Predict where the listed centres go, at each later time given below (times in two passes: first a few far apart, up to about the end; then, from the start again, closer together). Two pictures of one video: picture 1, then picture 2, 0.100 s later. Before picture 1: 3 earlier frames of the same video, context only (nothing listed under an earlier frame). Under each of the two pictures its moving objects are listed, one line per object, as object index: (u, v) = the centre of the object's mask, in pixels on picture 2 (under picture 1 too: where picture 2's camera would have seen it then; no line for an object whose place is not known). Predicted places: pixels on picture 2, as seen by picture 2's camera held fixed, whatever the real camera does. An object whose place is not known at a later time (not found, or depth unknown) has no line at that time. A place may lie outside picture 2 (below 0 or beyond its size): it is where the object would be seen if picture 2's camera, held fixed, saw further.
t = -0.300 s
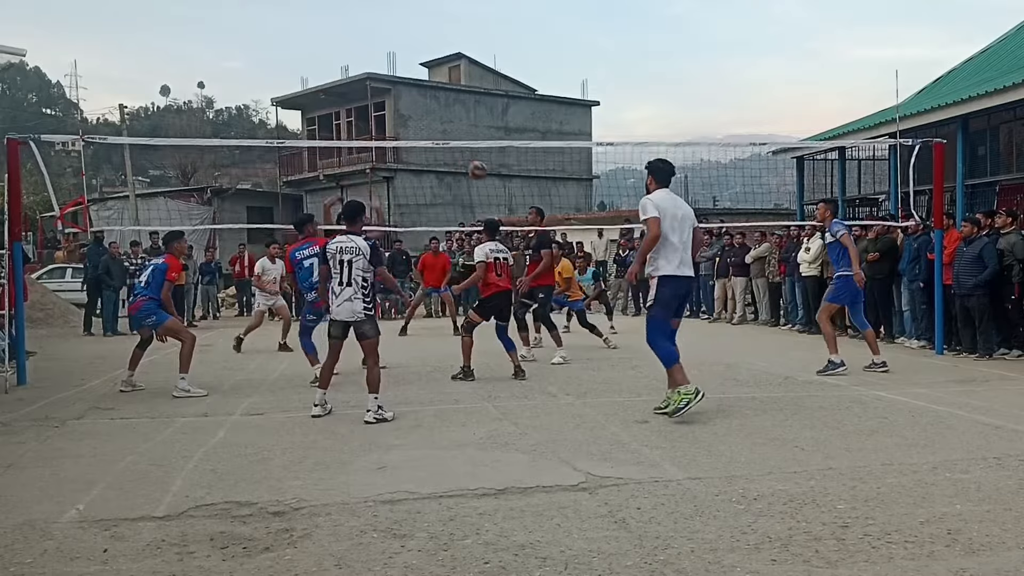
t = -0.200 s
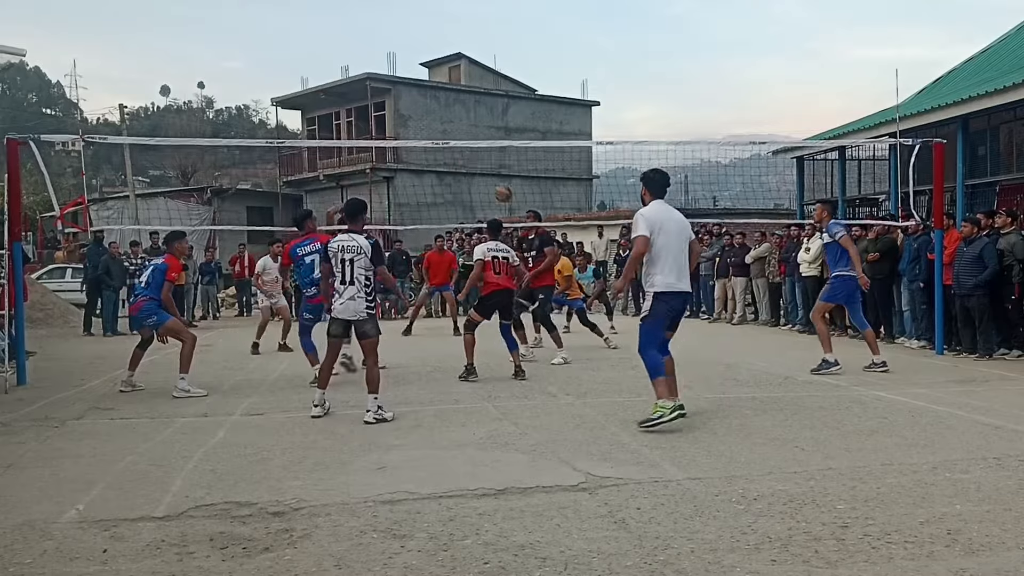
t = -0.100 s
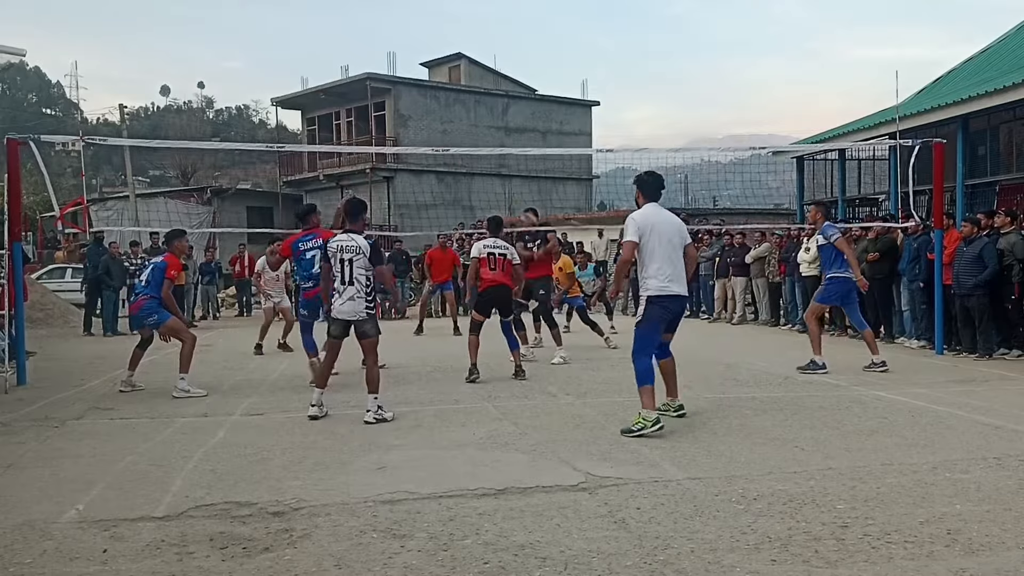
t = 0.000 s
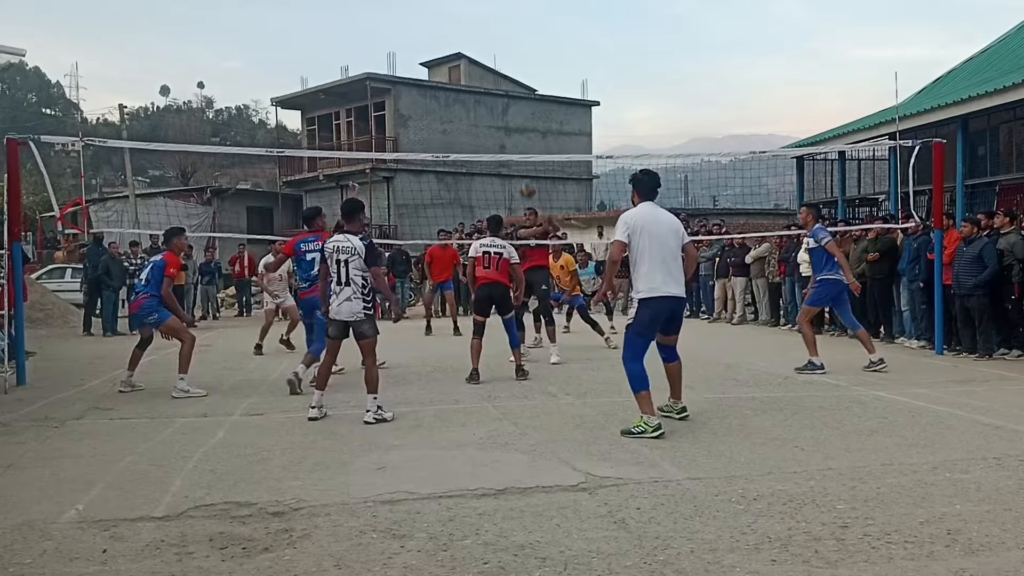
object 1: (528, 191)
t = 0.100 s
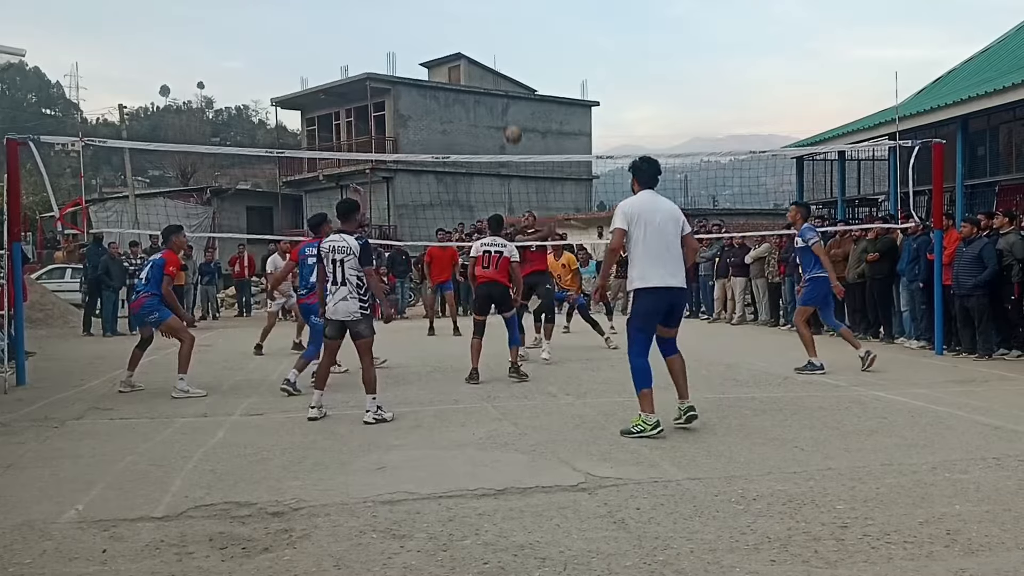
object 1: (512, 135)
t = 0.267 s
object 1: (492, 65)
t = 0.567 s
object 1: (456, 4)
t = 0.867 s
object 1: (424, 12)
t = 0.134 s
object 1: (509, 118)
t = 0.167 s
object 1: (505, 103)
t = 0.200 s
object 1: (501, 89)
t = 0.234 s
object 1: (495, 77)
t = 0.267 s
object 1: (492, 65)
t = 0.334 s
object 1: (484, 44)
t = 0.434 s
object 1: (472, 20)
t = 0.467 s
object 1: (468, 13)
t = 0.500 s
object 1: (464, 8)
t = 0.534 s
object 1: (460, 6)
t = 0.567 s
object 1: (456, 4)
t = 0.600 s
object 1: (453, 3)
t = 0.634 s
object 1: (449, 2)
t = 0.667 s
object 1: (445, 2)
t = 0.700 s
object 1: (441, 2)
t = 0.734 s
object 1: (438, 3)
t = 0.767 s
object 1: (434, 4)
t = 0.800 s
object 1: (431, 5)
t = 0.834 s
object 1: (427, 7)
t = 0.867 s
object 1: (424, 12)
